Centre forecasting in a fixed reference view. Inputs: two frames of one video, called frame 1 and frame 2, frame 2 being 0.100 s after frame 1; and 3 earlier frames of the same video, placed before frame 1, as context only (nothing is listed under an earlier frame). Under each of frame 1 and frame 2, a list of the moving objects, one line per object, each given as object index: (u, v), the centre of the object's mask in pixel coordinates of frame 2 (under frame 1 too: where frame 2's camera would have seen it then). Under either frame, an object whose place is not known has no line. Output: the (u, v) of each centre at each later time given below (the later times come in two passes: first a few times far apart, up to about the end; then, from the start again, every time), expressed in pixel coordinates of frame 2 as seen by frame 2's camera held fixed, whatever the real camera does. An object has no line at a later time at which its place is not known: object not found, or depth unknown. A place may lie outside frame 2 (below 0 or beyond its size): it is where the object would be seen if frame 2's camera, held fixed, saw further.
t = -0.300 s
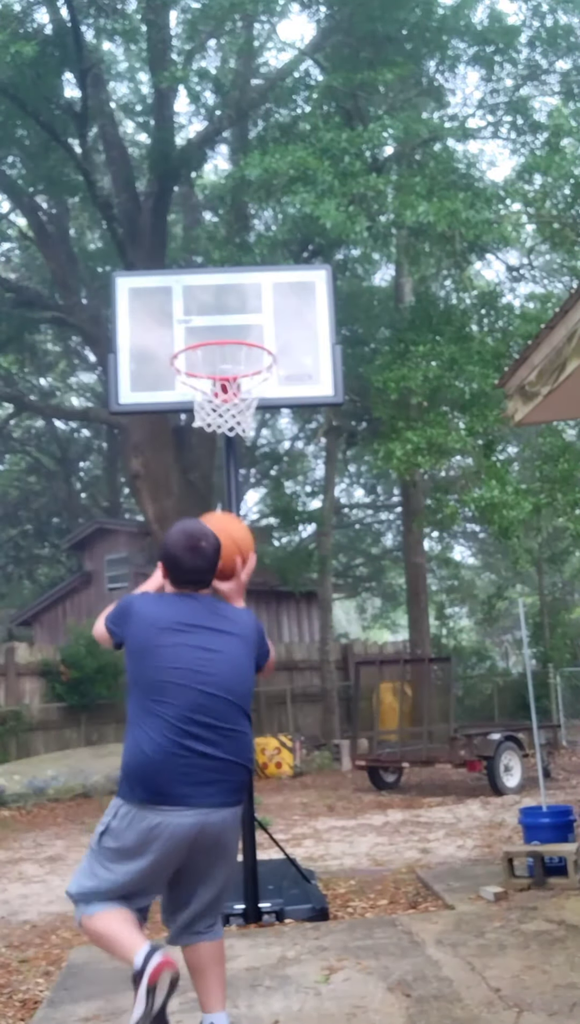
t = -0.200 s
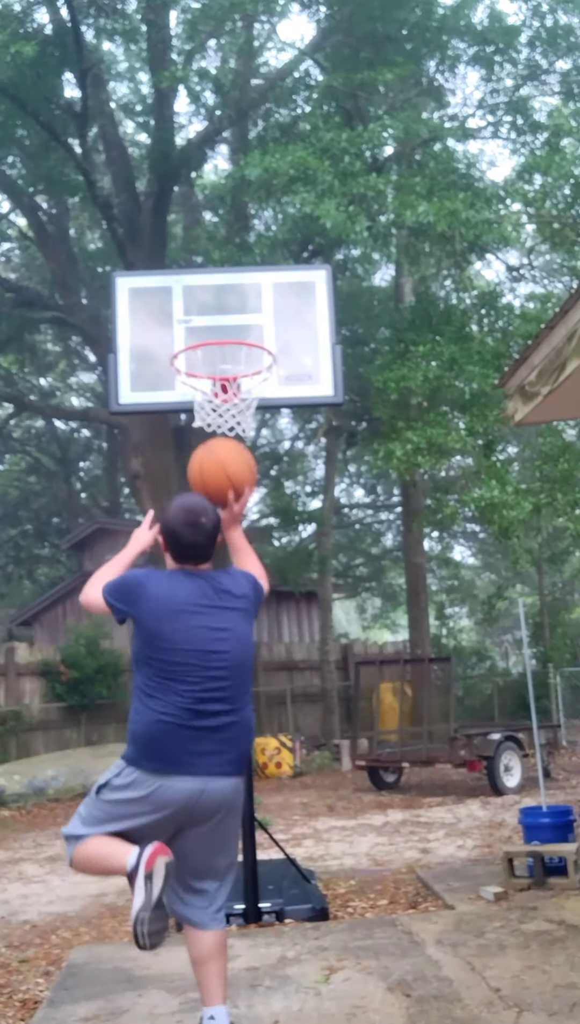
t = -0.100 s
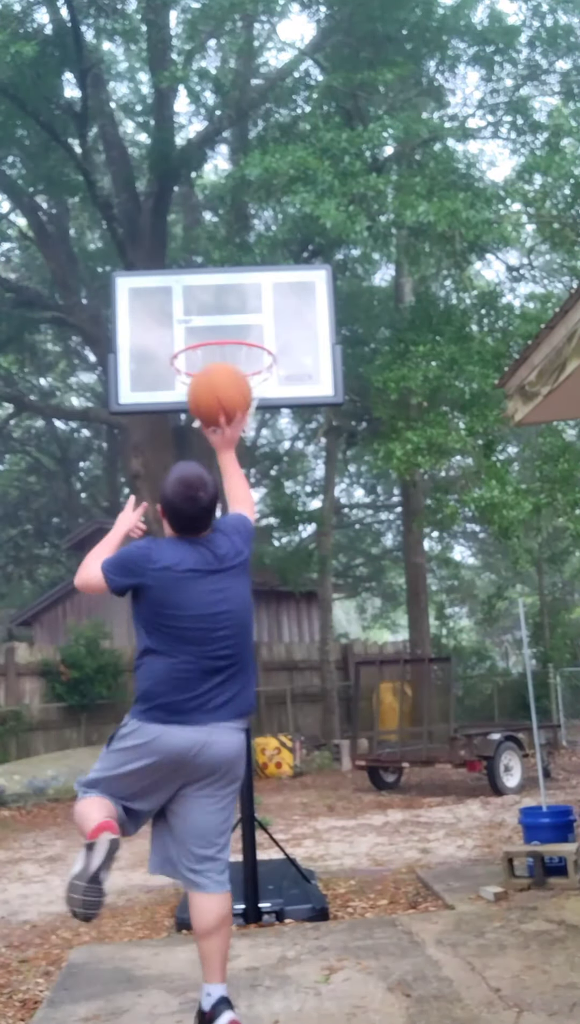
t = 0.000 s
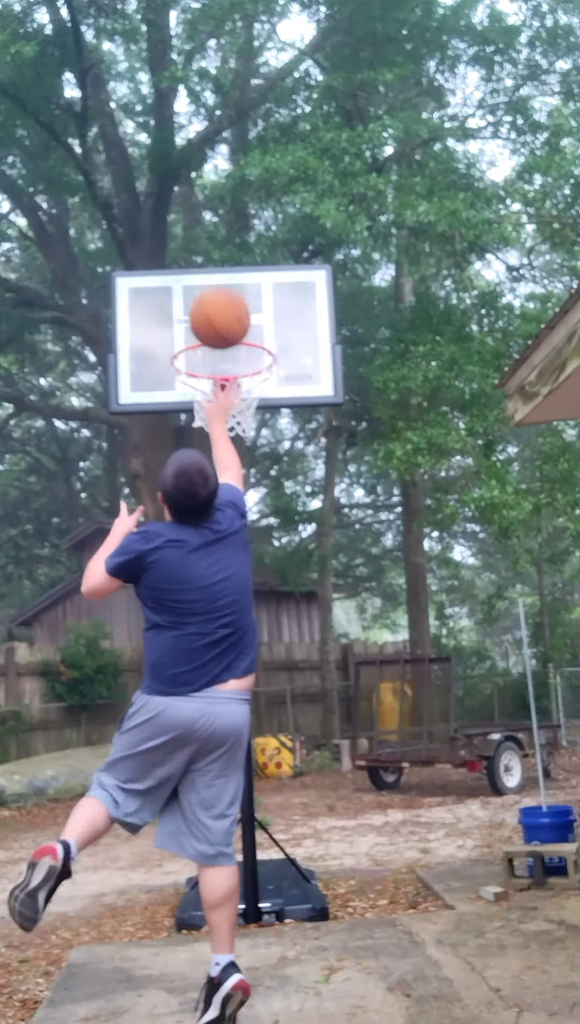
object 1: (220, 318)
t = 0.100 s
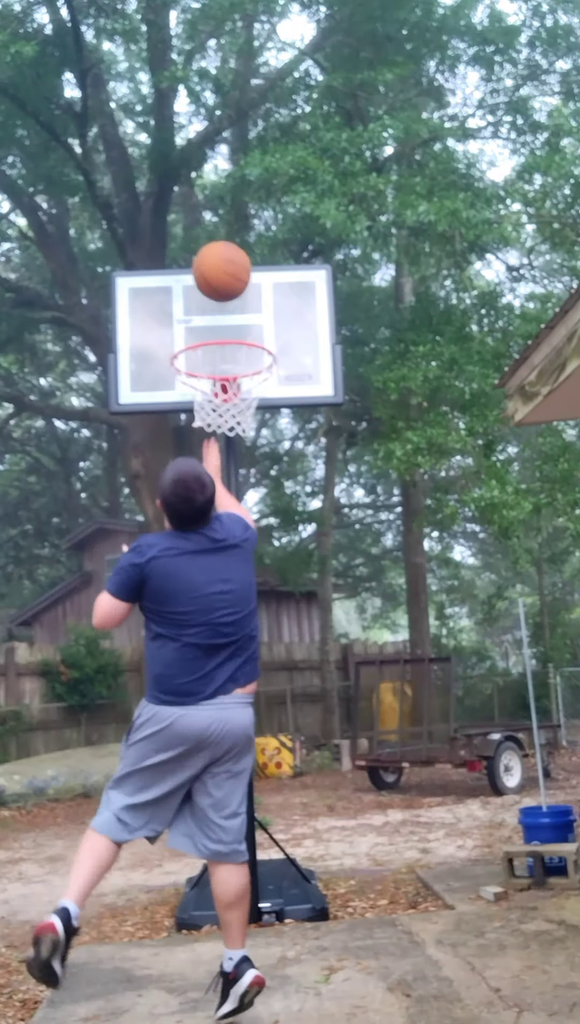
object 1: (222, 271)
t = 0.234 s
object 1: (226, 250)
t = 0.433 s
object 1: (236, 287)
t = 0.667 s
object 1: (239, 349)
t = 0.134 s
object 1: (223, 262)
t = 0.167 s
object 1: (224, 255)
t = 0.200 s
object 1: (225, 251)
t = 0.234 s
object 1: (226, 250)
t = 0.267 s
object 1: (228, 250)
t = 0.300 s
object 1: (229, 254)
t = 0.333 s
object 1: (231, 259)
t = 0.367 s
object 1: (232, 266)
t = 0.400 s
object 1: (234, 275)
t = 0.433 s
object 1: (236, 287)
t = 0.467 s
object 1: (237, 300)
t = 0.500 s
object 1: (239, 315)
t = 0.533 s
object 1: (242, 327)
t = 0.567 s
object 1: (242, 336)
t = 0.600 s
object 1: (243, 344)
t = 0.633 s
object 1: (241, 350)
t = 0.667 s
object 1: (239, 349)
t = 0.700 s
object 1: (235, 351)
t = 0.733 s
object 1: (232, 354)
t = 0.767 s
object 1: (228, 362)
